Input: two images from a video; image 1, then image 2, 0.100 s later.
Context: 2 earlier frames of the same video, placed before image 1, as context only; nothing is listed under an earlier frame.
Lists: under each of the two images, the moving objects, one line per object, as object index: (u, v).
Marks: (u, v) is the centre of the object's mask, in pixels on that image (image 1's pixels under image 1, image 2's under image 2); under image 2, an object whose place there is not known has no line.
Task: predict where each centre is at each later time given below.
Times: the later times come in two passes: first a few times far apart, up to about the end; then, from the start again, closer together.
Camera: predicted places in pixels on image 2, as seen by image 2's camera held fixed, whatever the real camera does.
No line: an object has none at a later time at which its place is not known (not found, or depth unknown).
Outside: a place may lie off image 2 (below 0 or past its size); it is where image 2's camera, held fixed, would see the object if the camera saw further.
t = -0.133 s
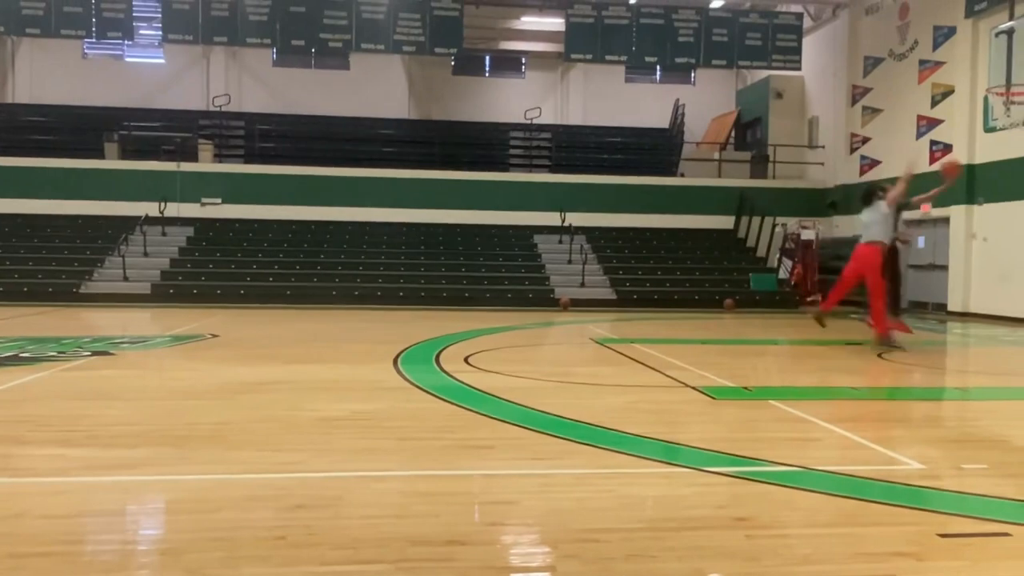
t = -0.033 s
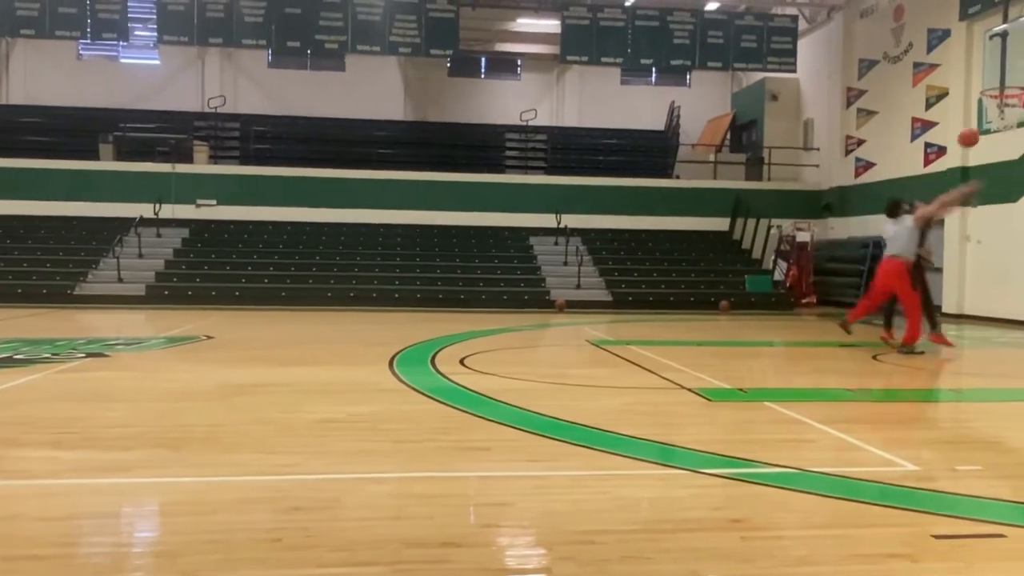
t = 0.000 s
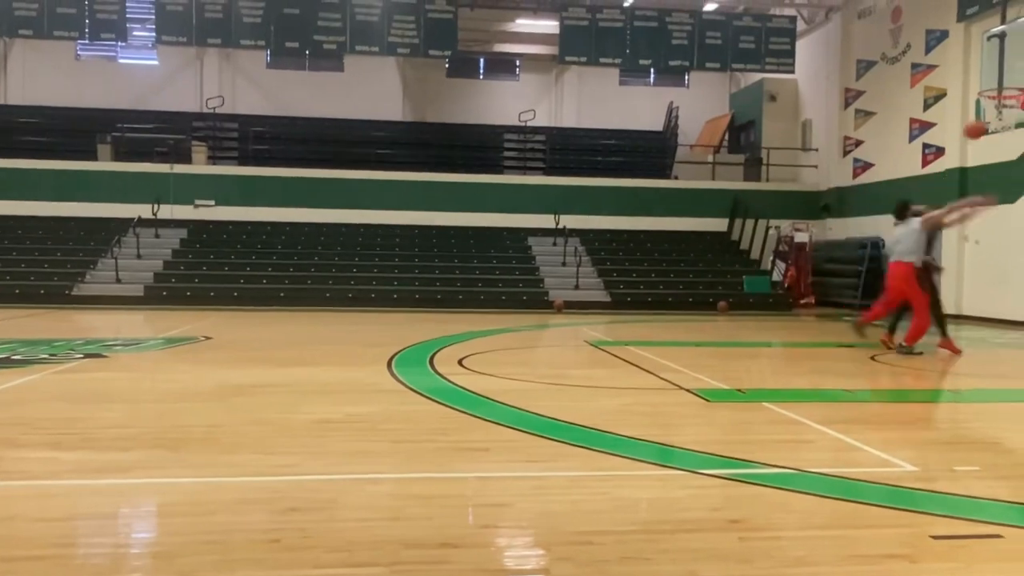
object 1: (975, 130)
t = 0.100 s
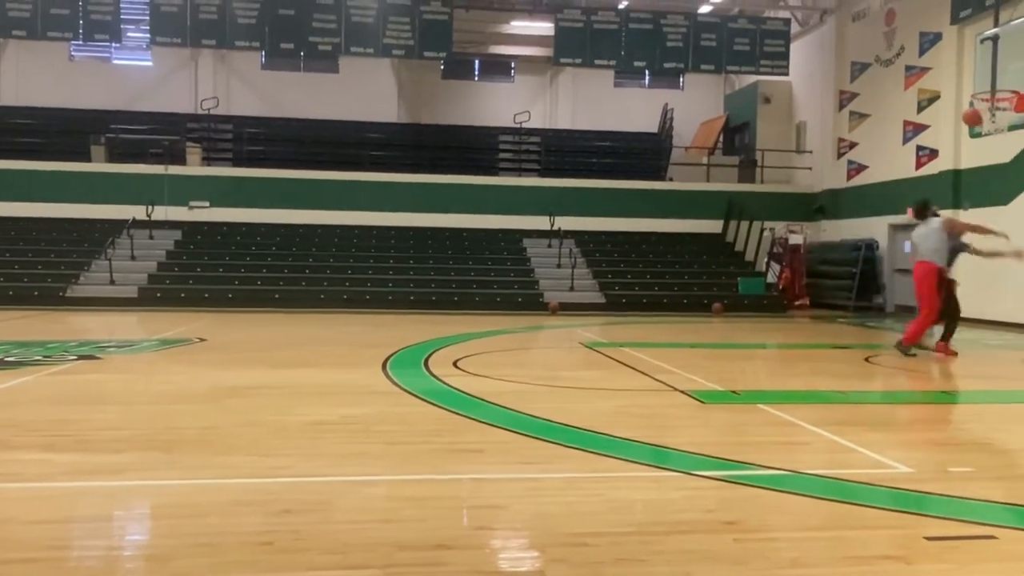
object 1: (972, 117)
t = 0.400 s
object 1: (976, 120)
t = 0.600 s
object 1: (988, 163)
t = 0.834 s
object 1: (990, 258)
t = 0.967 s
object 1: (992, 337)
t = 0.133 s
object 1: (972, 115)
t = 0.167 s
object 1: (971, 112)
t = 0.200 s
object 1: (972, 111)
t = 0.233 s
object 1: (972, 111)
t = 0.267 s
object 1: (972, 111)
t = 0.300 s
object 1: (973, 112)
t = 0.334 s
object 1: (973, 113)
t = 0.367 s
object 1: (976, 119)
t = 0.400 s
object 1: (976, 120)
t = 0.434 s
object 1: (977, 124)
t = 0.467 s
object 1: (982, 134)
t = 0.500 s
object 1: (985, 139)
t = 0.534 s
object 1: (987, 145)
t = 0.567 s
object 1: (987, 153)
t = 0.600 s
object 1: (988, 163)
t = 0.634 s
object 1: (988, 173)
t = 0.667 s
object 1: (988, 185)
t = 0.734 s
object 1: (990, 211)
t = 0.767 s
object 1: (990, 226)
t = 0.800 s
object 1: (990, 242)
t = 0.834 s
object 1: (990, 258)
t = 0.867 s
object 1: (990, 277)
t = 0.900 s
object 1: (991, 295)
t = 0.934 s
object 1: (991, 316)
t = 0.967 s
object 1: (992, 337)
